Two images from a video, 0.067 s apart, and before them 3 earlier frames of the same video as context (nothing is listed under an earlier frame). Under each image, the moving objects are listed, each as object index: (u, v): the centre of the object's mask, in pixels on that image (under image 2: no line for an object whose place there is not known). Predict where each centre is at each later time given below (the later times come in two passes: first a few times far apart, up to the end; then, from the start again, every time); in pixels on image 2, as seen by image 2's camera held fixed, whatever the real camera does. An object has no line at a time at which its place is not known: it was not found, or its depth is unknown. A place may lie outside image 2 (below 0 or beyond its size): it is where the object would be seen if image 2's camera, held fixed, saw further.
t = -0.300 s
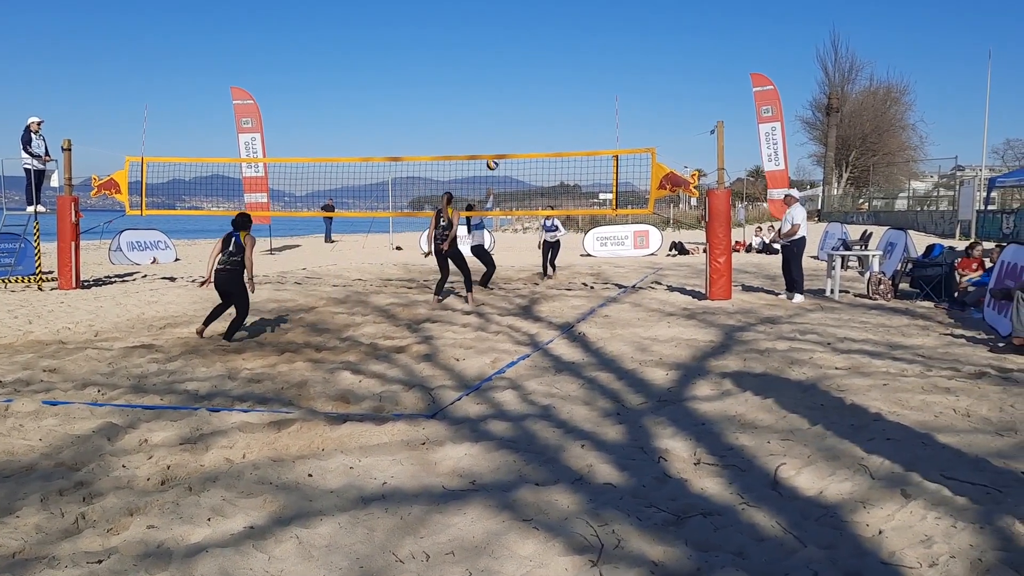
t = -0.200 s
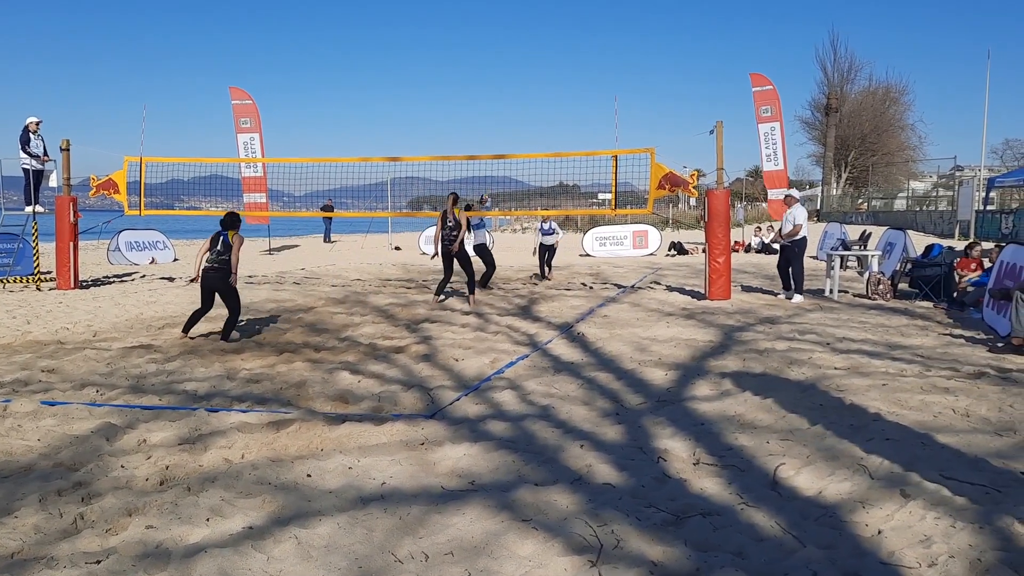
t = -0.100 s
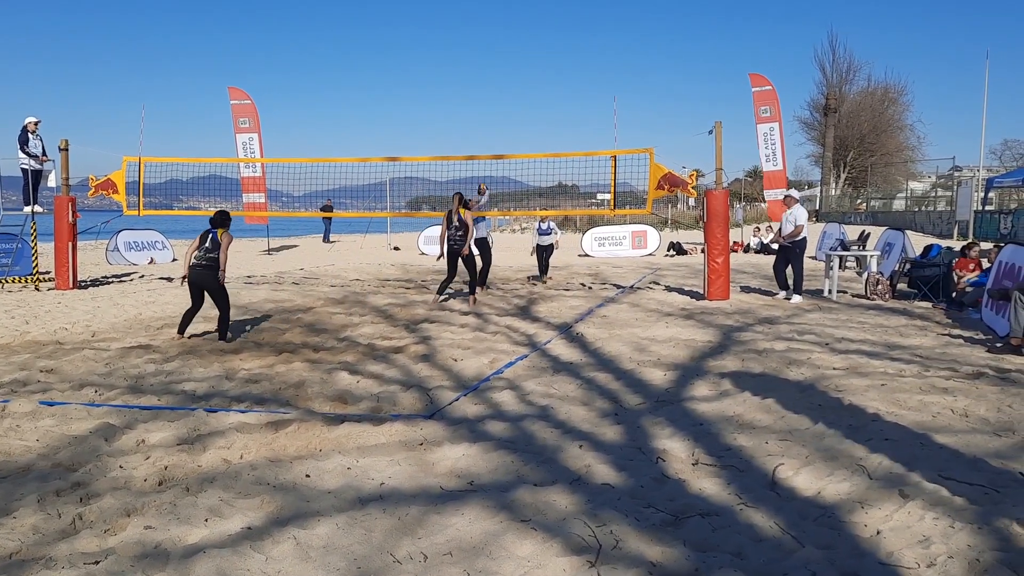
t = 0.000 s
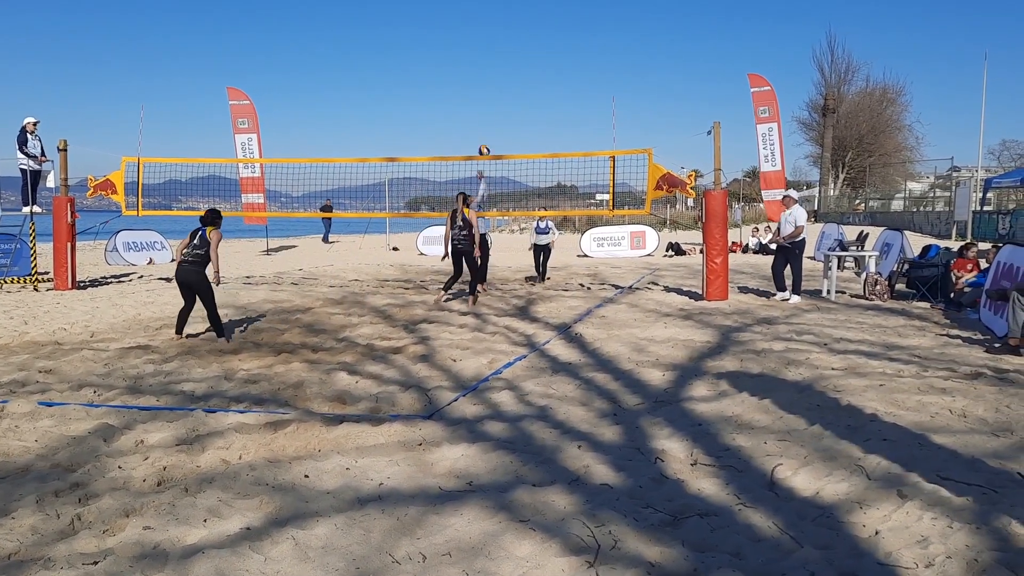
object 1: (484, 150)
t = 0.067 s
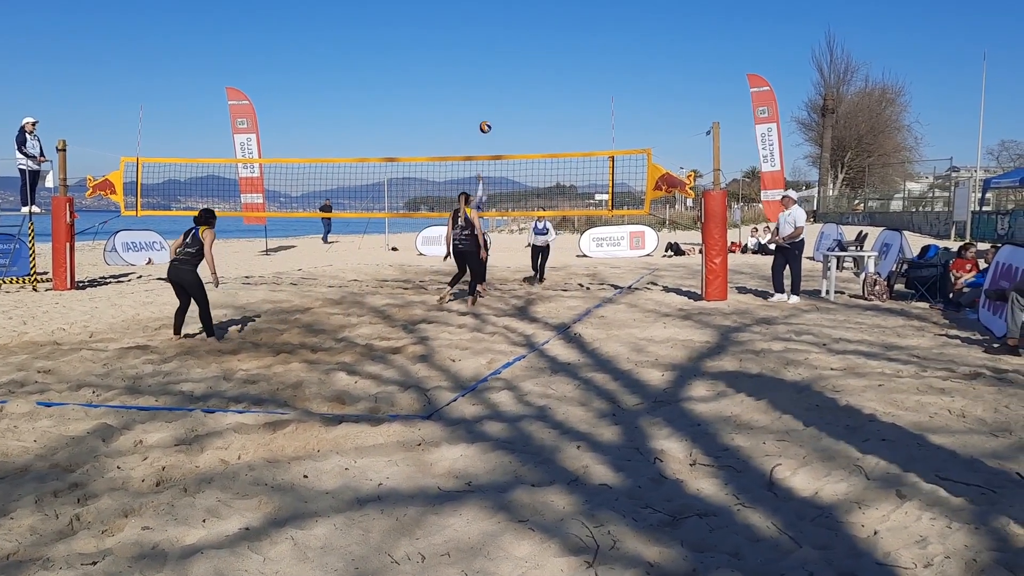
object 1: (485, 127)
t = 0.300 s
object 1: (491, 66)
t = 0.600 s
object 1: (498, 37)
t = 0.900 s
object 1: (503, 61)
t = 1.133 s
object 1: (505, 116)
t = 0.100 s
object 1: (486, 116)
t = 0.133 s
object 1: (487, 106)
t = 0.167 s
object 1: (488, 97)
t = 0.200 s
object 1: (489, 88)
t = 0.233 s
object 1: (490, 80)
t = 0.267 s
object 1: (490, 73)
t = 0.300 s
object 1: (491, 66)
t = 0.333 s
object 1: (492, 60)
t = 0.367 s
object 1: (493, 55)
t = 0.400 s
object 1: (494, 50)
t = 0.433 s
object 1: (494, 46)
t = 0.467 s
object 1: (495, 43)
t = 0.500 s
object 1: (496, 40)
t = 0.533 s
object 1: (496, 38)
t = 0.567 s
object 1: (497, 37)
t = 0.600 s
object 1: (498, 37)
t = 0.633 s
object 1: (498, 37)
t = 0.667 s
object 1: (499, 38)
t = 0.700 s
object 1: (500, 39)
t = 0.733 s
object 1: (500, 41)
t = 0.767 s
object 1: (501, 43)
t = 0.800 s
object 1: (501, 47)
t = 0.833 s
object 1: (502, 51)
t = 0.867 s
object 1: (502, 55)
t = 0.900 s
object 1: (503, 61)
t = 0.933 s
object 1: (503, 67)
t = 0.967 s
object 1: (504, 74)
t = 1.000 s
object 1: (504, 81)
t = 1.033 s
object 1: (504, 88)
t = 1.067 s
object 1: (504, 97)
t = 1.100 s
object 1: (505, 106)
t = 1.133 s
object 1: (505, 116)
